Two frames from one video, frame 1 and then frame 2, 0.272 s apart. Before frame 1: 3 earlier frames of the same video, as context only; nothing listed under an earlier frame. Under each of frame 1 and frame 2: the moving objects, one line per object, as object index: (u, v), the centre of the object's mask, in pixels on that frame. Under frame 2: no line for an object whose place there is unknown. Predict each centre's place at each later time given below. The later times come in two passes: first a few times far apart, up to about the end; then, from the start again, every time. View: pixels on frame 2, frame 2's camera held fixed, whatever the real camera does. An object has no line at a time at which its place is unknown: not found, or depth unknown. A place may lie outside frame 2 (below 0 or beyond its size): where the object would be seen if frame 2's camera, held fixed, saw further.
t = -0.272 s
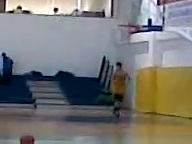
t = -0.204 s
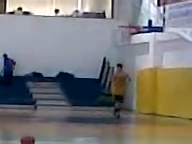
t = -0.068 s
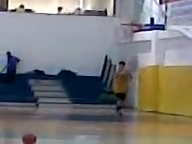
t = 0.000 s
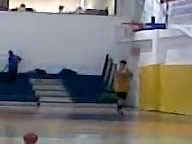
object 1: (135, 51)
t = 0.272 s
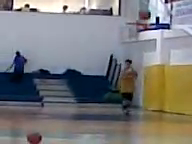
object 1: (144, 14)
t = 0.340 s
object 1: (146, 10)
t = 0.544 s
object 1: (148, 9)
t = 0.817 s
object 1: (152, 42)
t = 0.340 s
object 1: (146, 10)
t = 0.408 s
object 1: (147, 8)
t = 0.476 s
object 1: (148, 8)
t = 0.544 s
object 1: (148, 9)
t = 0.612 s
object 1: (149, 14)
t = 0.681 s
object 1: (150, 20)
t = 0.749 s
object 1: (151, 28)
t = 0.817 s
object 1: (152, 42)
